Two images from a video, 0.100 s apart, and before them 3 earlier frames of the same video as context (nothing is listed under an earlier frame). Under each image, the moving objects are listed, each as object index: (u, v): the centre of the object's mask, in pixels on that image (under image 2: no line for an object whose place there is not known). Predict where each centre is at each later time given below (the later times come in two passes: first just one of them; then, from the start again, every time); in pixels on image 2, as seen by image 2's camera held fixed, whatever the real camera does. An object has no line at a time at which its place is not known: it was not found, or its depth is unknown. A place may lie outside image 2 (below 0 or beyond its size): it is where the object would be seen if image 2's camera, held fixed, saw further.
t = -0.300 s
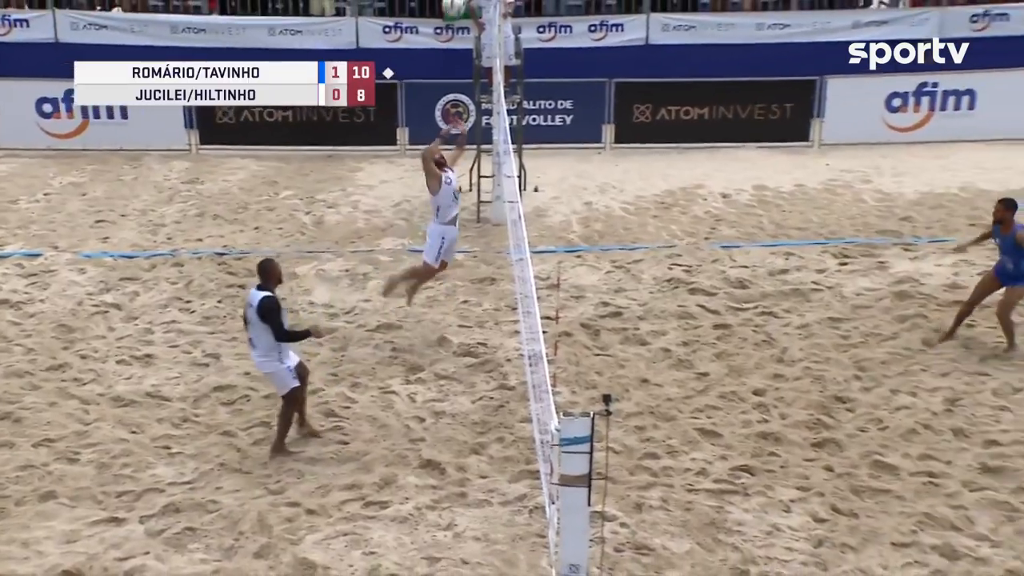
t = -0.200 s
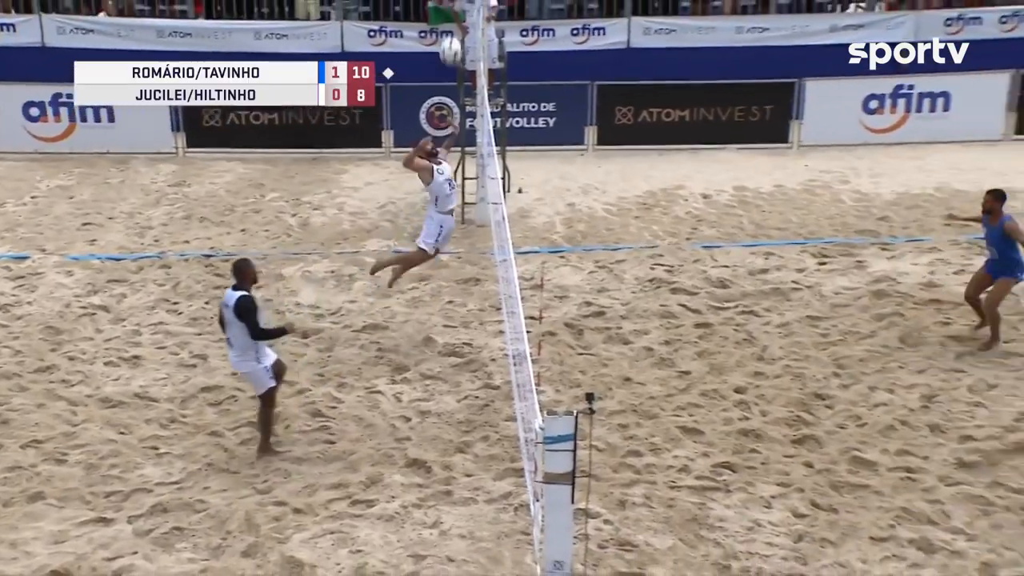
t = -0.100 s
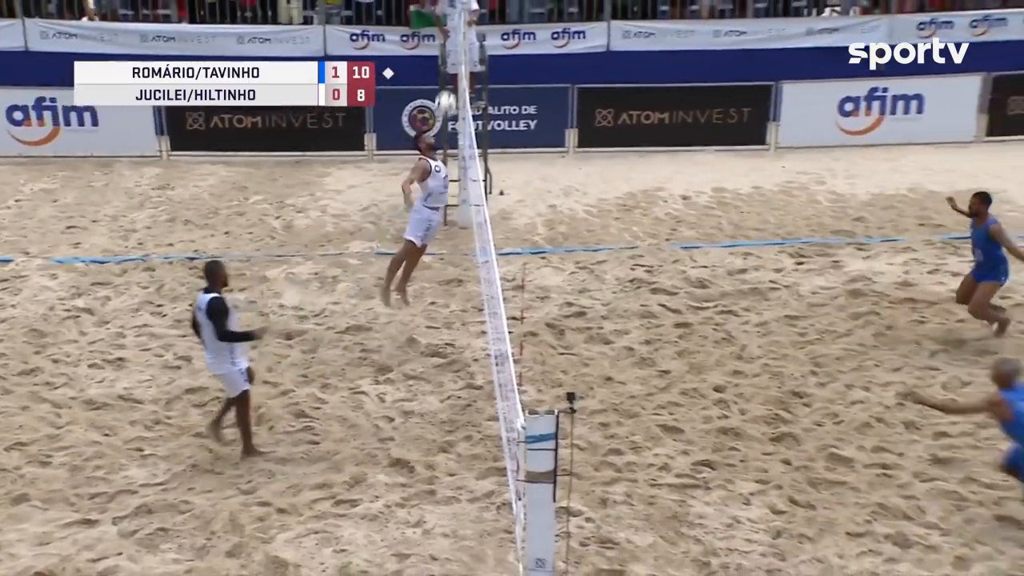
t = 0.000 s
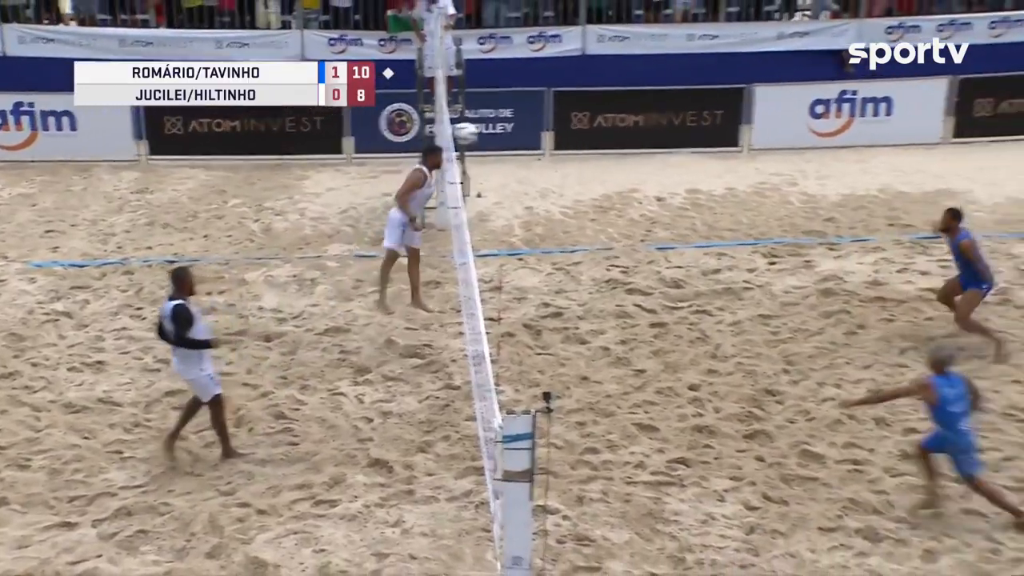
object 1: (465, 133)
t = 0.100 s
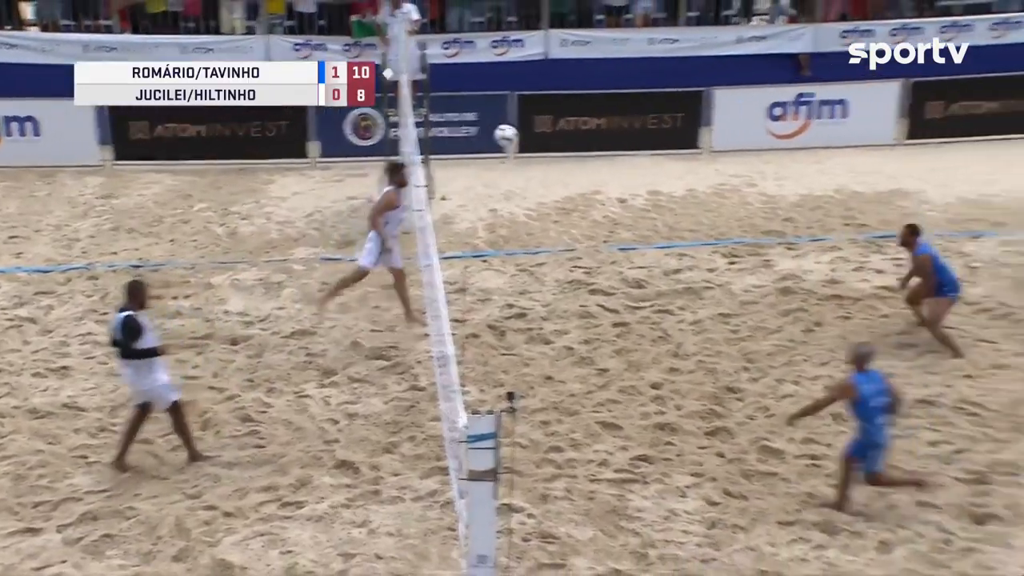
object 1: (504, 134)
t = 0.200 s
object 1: (577, 142)
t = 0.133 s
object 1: (530, 137)
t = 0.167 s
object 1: (553, 139)
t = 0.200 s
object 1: (577, 142)
